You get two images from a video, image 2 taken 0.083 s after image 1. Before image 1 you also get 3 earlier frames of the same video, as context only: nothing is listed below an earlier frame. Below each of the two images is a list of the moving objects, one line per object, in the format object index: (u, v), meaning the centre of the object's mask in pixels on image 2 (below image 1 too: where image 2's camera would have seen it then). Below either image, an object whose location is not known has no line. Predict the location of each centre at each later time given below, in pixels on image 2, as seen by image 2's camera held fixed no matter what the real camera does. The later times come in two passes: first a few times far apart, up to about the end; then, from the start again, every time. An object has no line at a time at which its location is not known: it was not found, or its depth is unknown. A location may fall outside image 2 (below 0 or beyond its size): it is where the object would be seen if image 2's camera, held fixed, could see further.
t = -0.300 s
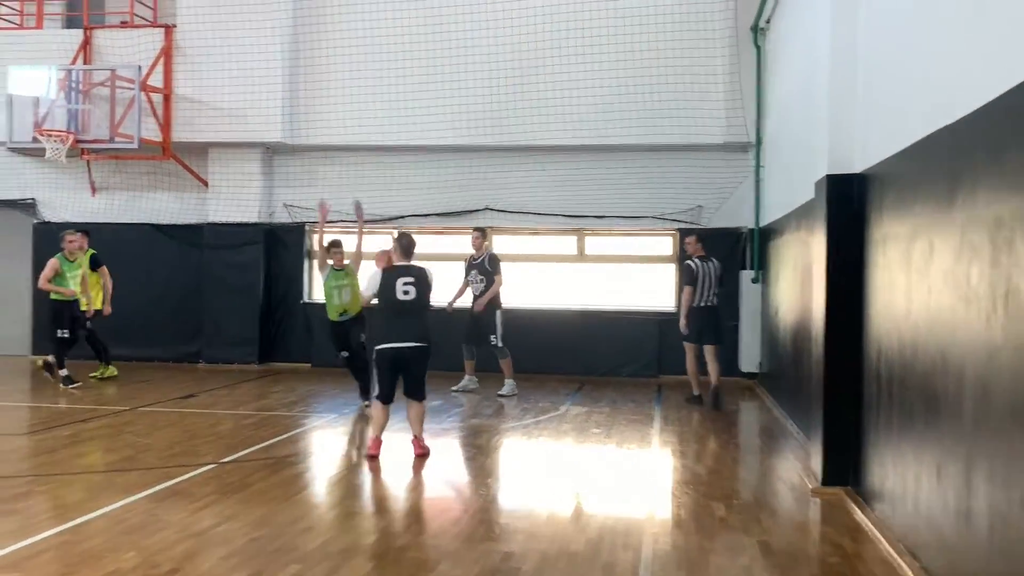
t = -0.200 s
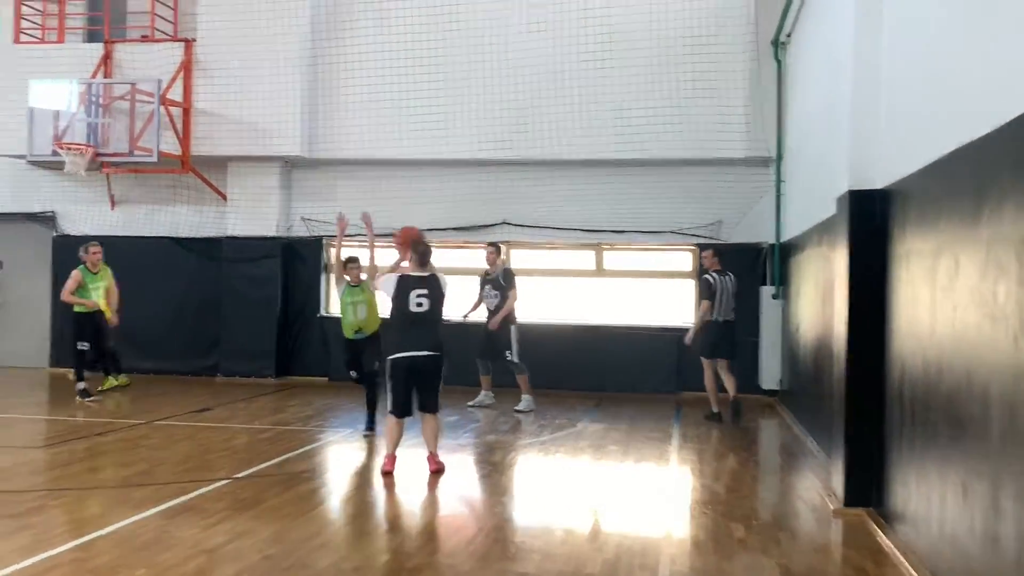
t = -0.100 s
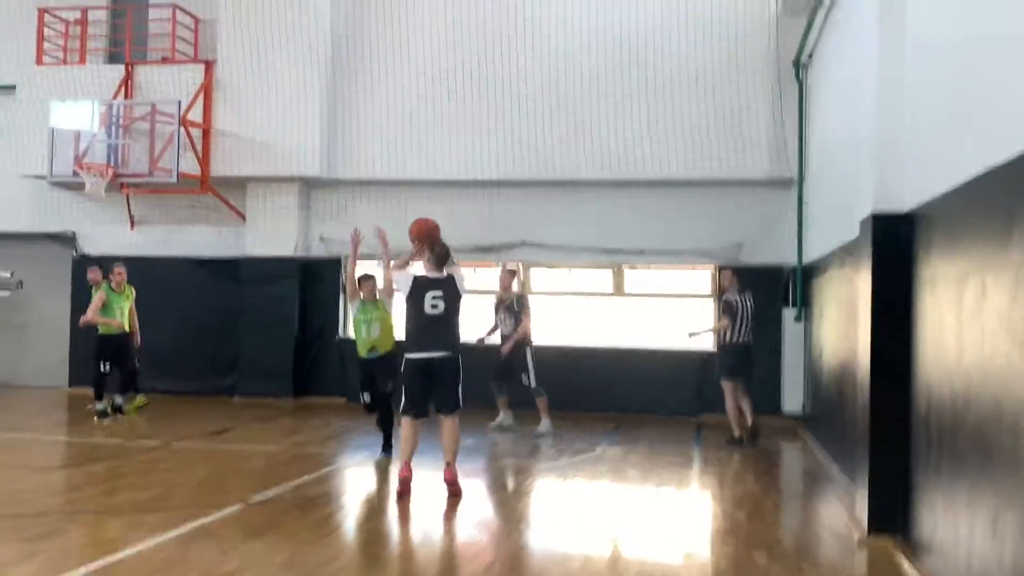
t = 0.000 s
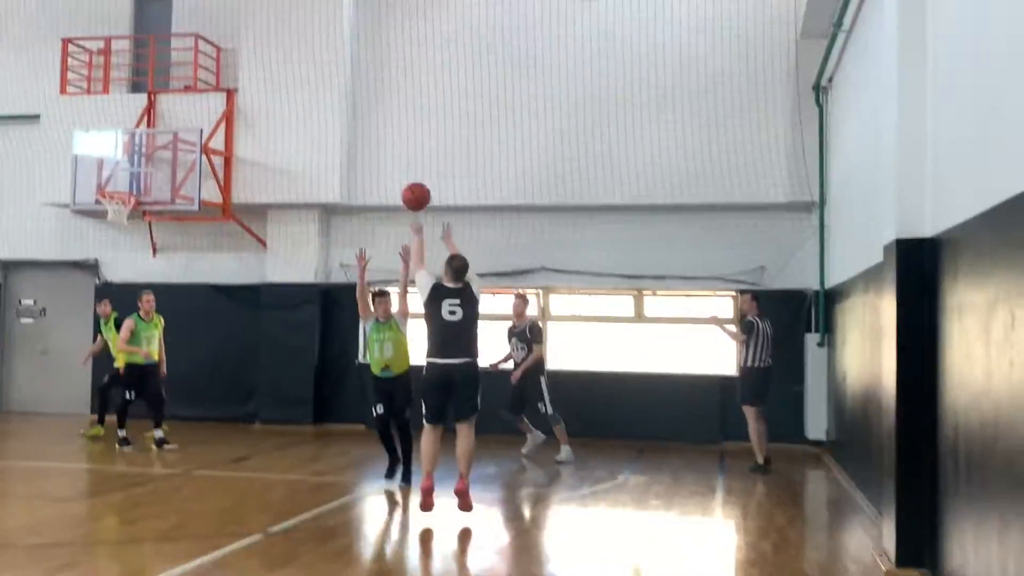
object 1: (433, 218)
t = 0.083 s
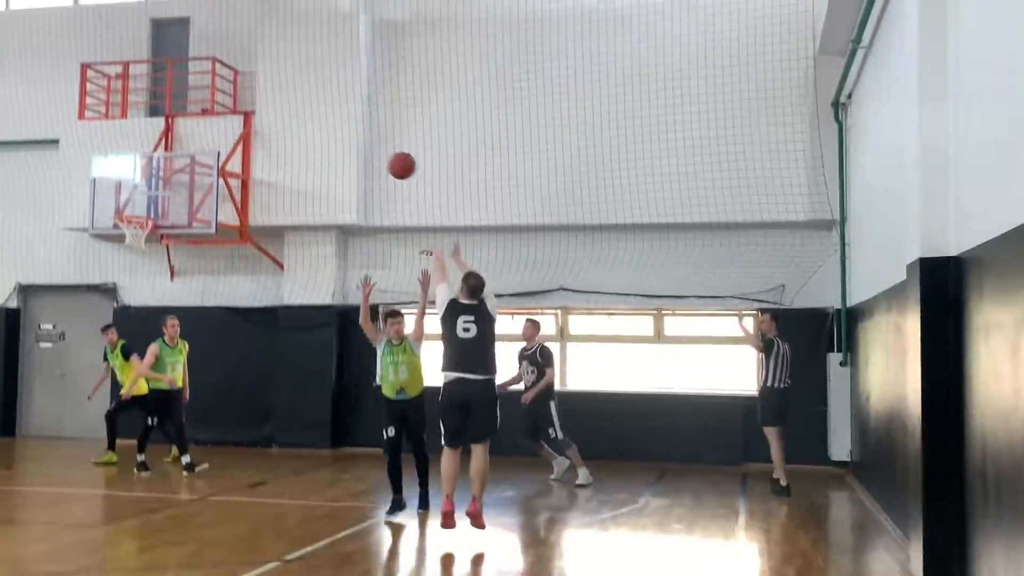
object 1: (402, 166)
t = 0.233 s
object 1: (351, 102)
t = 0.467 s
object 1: (284, 60)
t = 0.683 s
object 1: (232, 69)
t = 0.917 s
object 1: (184, 121)
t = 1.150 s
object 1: (139, 206)
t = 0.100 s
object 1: (396, 157)
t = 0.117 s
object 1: (390, 148)
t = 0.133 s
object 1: (384, 141)
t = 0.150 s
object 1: (378, 134)
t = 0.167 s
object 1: (373, 126)
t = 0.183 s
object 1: (367, 120)
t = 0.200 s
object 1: (362, 114)
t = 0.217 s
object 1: (356, 107)
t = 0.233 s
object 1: (351, 102)
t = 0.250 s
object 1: (346, 97)
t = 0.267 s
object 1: (341, 92)
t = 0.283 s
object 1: (336, 88)
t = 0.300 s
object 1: (331, 83)
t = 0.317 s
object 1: (327, 80)
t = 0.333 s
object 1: (322, 76)
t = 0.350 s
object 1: (317, 73)
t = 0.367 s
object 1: (312, 70)
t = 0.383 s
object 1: (307, 68)
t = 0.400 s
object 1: (303, 66)
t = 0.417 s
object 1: (298, 64)
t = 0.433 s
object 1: (293, 62)
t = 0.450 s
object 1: (289, 61)
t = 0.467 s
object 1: (284, 60)
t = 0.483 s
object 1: (280, 59)
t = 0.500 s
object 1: (276, 58)
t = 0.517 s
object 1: (272, 58)
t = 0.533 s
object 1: (268, 58)
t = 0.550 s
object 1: (263, 59)
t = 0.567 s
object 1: (259, 59)
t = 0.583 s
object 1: (255, 60)
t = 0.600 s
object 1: (252, 61)
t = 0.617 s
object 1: (248, 62)
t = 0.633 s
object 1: (244, 64)
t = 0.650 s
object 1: (240, 65)
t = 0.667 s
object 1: (236, 67)
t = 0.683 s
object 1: (232, 69)
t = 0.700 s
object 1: (228, 72)
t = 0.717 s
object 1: (225, 75)
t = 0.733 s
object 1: (221, 77)
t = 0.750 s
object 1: (218, 80)
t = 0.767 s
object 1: (214, 84)
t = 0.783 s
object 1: (209, 87)
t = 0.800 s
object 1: (206, 90)
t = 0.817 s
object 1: (203, 94)
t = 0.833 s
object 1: (200, 97)
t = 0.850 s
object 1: (196, 102)
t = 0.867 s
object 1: (194, 107)
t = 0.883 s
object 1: (191, 112)
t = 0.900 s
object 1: (186, 117)
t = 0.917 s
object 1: (184, 121)
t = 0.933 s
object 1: (180, 125)
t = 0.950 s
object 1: (177, 131)
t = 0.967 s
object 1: (174, 137)
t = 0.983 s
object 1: (171, 142)
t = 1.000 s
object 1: (166, 148)
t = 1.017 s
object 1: (163, 153)
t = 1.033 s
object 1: (161, 160)
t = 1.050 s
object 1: (157, 166)
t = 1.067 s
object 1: (155, 172)
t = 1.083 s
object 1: (152, 179)
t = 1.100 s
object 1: (148, 185)
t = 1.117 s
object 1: (145, 193)
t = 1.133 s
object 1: (142, 199)
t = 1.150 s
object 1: (139, 206)
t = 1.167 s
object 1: (136, 212)
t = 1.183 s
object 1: (135, 215)
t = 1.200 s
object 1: (130, 216)
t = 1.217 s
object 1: (125, 229)
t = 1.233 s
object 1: (129, 236)
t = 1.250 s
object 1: (128, 234)
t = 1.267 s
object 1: (126, 231)
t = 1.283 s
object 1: (125, 233)
